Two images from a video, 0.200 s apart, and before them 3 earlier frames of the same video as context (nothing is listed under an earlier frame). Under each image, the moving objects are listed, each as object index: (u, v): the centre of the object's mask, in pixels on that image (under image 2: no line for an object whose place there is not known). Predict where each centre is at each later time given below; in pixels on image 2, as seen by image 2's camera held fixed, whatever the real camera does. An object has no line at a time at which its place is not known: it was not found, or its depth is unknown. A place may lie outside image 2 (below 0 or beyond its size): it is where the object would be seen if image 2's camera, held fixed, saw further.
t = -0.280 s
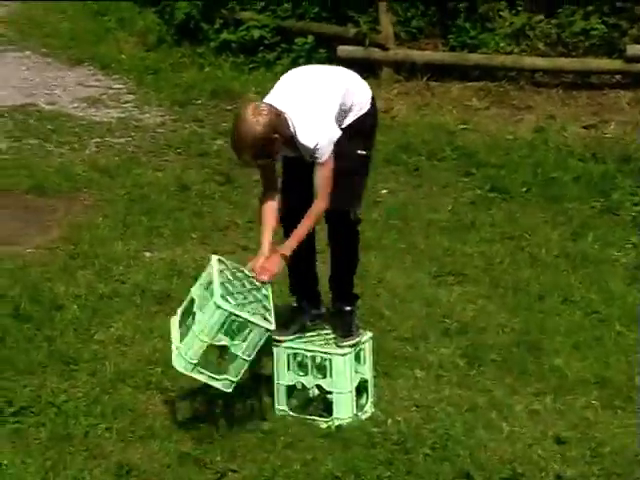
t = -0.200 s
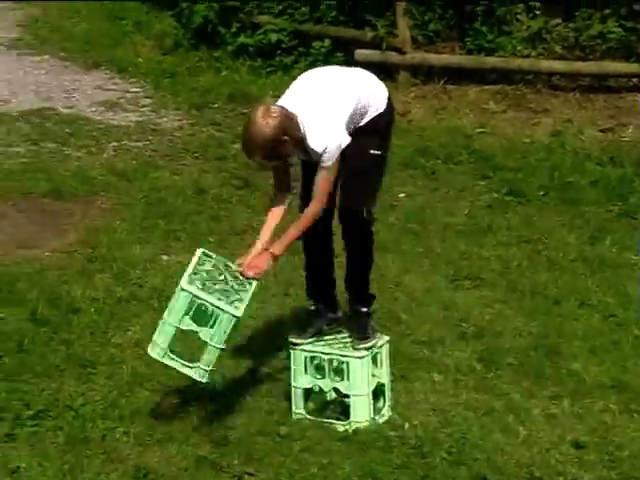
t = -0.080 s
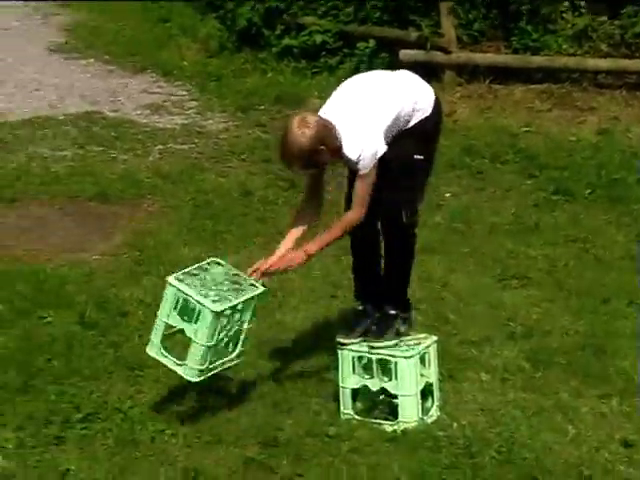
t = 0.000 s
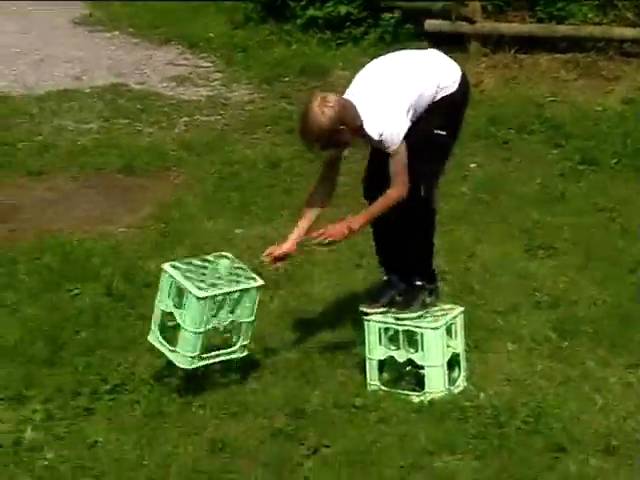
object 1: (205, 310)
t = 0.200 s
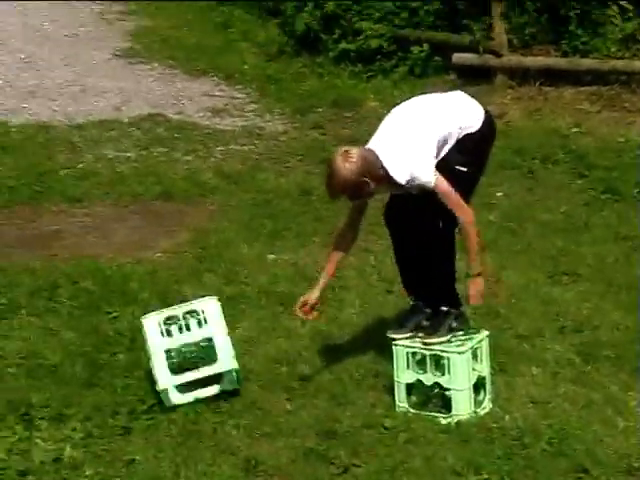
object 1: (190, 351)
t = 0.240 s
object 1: (183, 347)
